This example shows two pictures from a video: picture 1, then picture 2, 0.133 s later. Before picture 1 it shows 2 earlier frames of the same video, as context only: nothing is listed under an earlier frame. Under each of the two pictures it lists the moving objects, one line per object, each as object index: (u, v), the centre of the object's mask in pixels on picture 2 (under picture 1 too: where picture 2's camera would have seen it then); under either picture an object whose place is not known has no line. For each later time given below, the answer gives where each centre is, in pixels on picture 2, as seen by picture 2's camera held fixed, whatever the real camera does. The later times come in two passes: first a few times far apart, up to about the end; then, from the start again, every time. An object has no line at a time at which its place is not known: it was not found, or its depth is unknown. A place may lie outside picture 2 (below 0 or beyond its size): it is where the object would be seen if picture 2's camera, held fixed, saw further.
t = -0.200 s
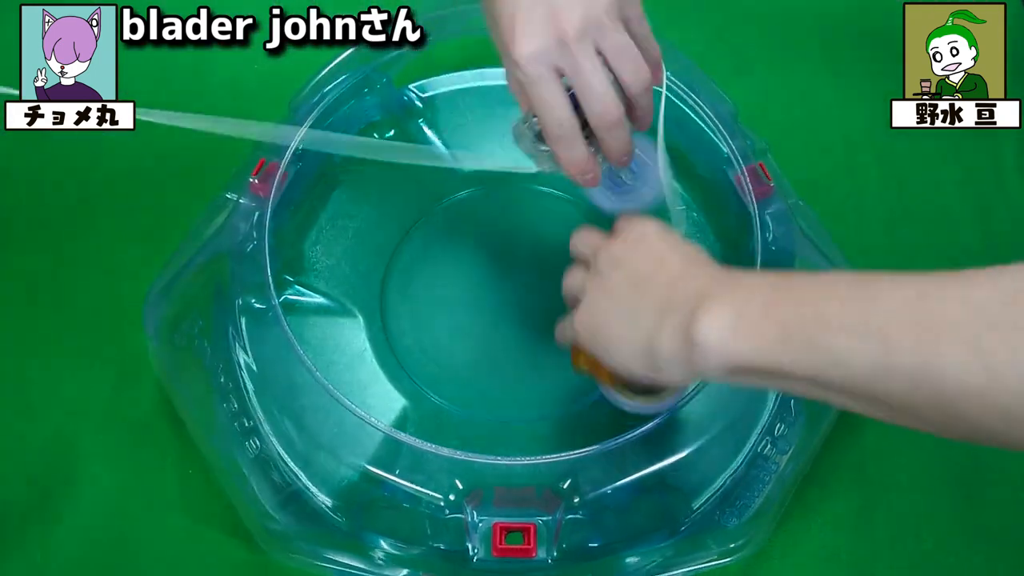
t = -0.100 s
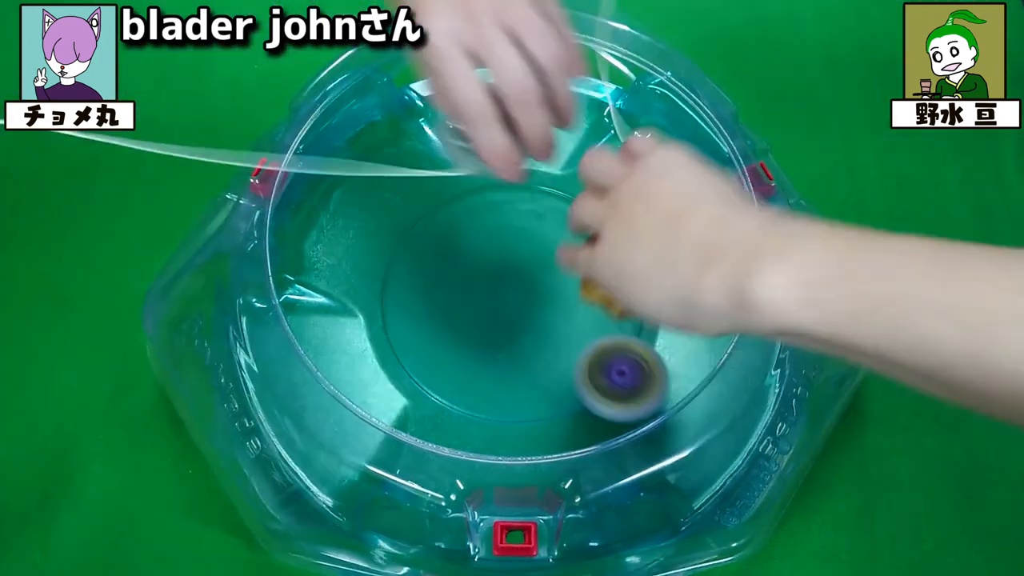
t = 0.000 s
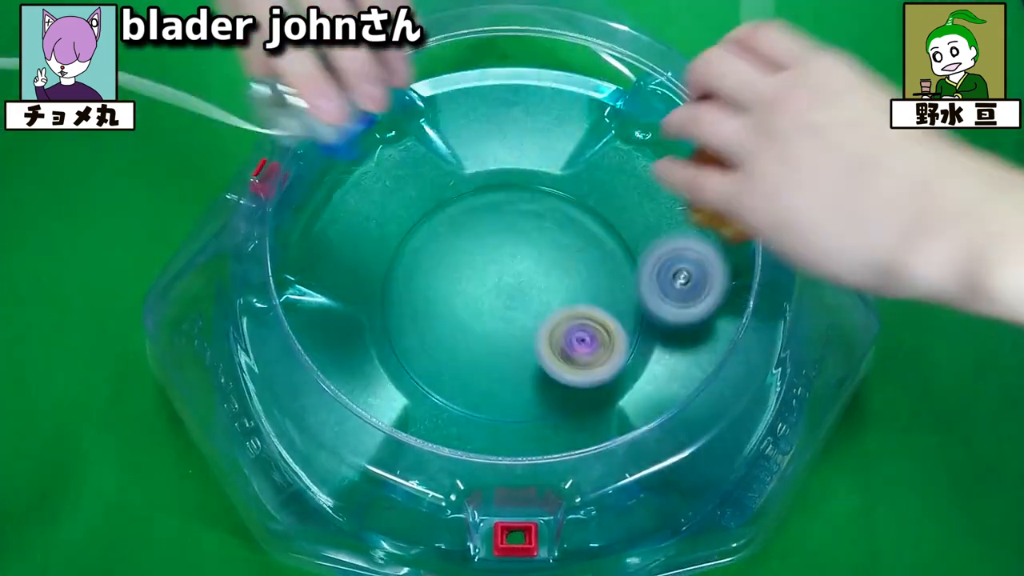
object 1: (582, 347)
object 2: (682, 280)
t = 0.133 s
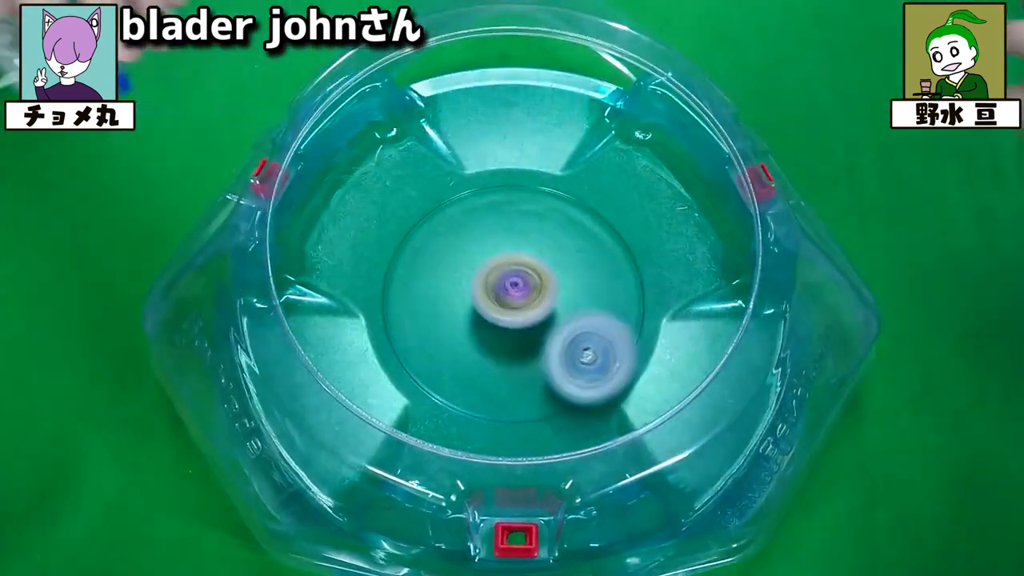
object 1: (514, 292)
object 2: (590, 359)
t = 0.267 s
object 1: (436, 262)
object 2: (432, 363)
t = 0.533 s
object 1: (424, 257)
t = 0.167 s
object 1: (495, 280)
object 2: (552, 370)
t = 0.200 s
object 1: (475, 271)
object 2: (511, 375)
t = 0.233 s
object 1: (455, 265)
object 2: (471, 373)
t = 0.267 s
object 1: (436, 262)
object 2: (432, 363)
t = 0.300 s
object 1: (419, 262)
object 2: (398, 348)
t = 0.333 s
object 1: (405, 257)
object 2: (363, 341)
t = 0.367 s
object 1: (396, 248)
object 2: (334, 335)
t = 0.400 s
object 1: (394, 242)
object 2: (295, 334)
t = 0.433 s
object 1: (397, 242)
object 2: (260, 328)
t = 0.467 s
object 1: (406, 246)
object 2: (240, 316)
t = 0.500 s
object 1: (416, 250)
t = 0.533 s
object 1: (424, 257)
